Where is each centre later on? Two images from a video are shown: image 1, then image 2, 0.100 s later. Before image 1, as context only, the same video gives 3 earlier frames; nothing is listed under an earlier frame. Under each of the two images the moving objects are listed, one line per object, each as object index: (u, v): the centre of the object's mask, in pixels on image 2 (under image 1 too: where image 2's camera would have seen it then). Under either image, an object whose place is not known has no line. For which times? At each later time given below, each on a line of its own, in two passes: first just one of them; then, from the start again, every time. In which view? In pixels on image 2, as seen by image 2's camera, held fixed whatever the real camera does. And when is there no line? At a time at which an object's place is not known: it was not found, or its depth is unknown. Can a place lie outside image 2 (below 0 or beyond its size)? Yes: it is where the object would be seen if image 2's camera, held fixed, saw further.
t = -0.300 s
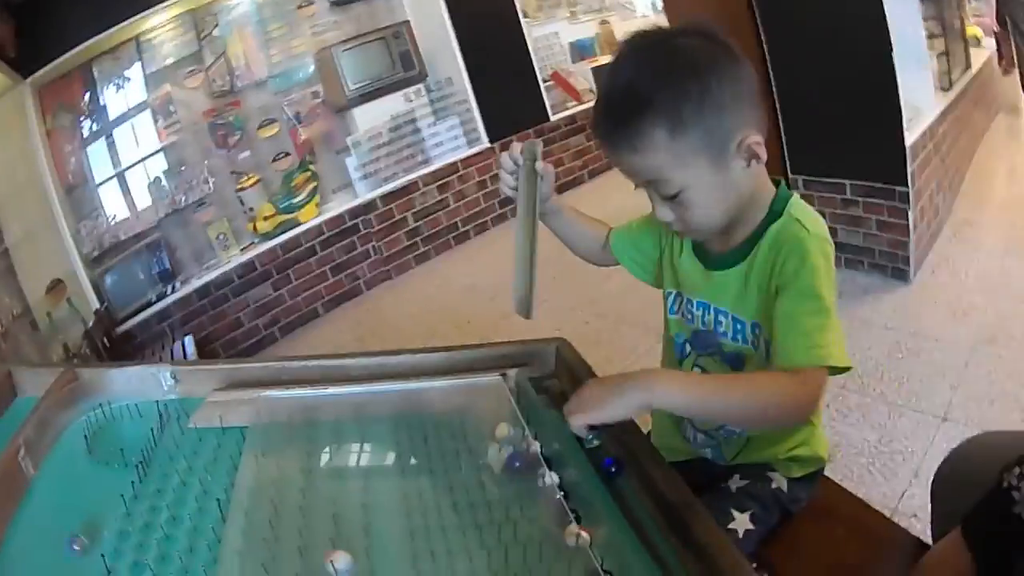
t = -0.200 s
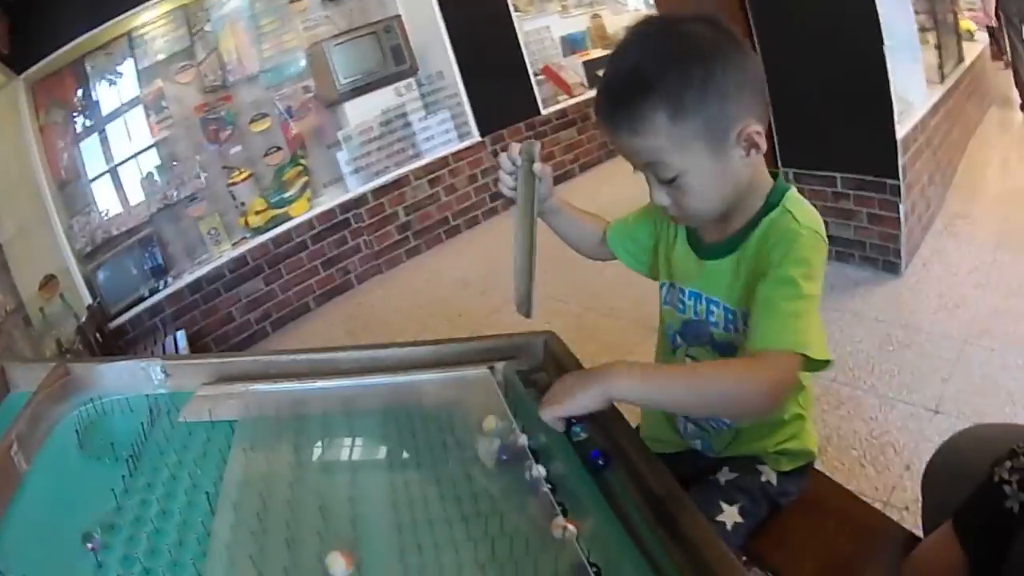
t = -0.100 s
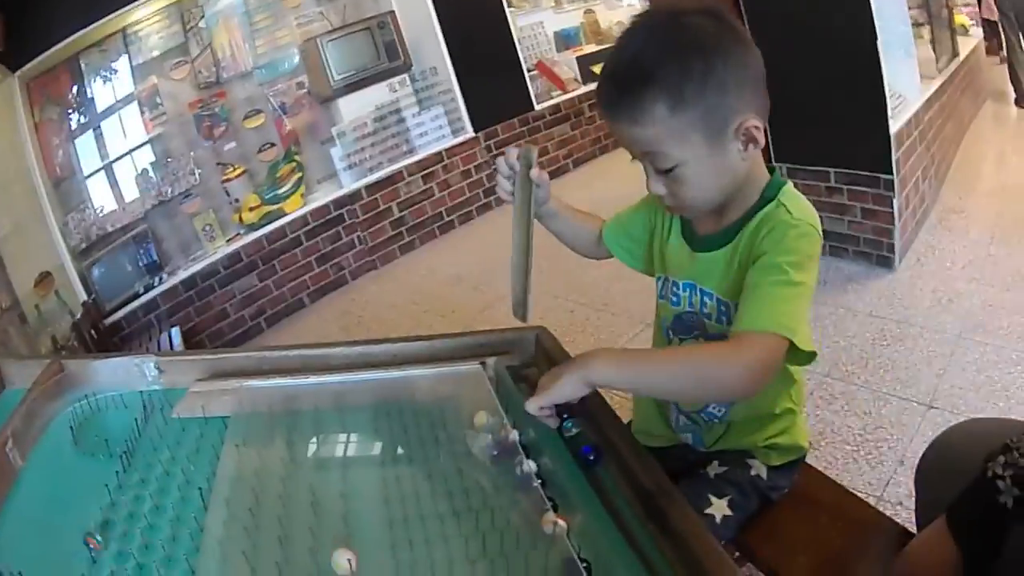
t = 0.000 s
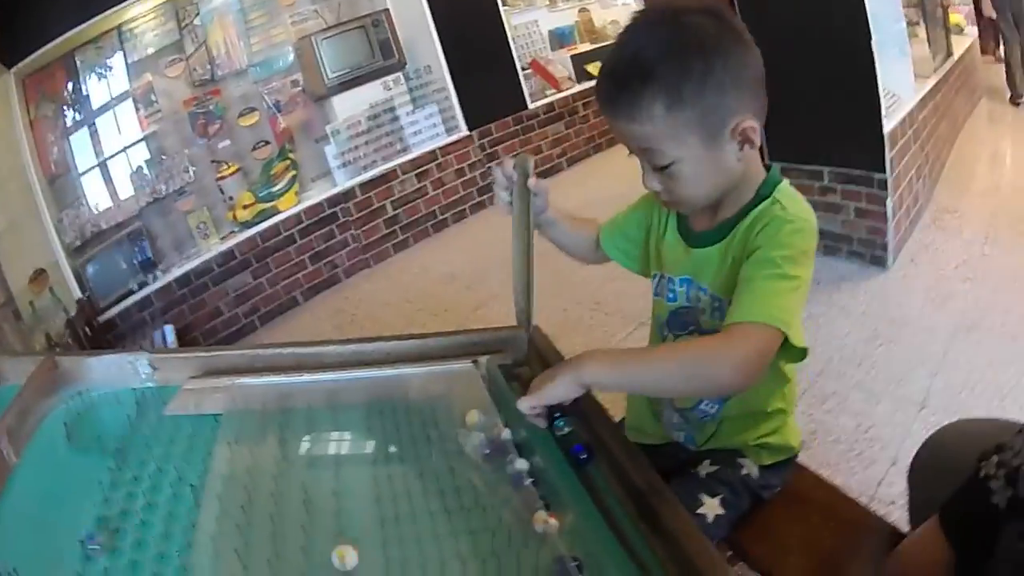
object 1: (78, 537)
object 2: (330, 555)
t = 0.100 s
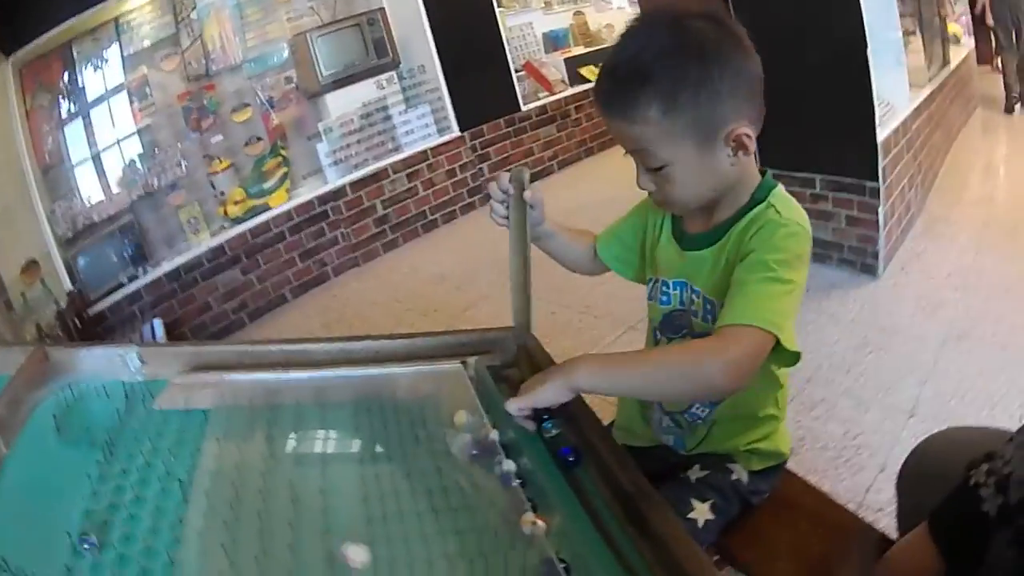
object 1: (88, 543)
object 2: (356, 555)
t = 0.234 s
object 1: (107, 544)
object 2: (355, 549)
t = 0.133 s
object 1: (94, 543)
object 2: (350, 554)
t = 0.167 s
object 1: (97, 545)
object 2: (349, 553)
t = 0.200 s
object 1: (104, 546)
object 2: (350, 551)
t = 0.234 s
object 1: (107, 544)
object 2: (355, 549)
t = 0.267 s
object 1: (105, 543)
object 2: (361, 548)
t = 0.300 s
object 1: (107, 543)
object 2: (371, 545)
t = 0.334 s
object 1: (109, 544)
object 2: (381, 543)
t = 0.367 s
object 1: (110, 540)
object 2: (397, 541)
